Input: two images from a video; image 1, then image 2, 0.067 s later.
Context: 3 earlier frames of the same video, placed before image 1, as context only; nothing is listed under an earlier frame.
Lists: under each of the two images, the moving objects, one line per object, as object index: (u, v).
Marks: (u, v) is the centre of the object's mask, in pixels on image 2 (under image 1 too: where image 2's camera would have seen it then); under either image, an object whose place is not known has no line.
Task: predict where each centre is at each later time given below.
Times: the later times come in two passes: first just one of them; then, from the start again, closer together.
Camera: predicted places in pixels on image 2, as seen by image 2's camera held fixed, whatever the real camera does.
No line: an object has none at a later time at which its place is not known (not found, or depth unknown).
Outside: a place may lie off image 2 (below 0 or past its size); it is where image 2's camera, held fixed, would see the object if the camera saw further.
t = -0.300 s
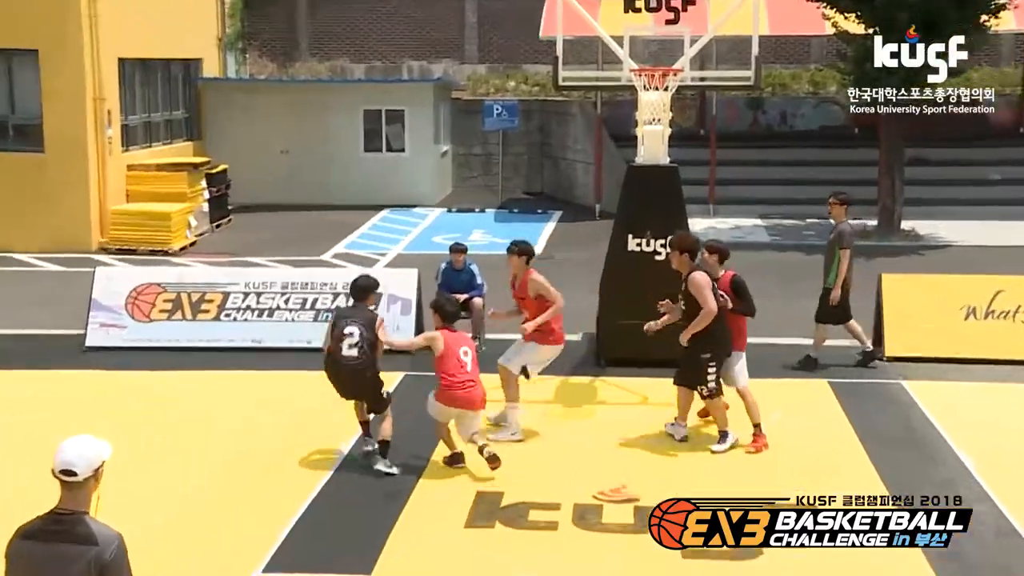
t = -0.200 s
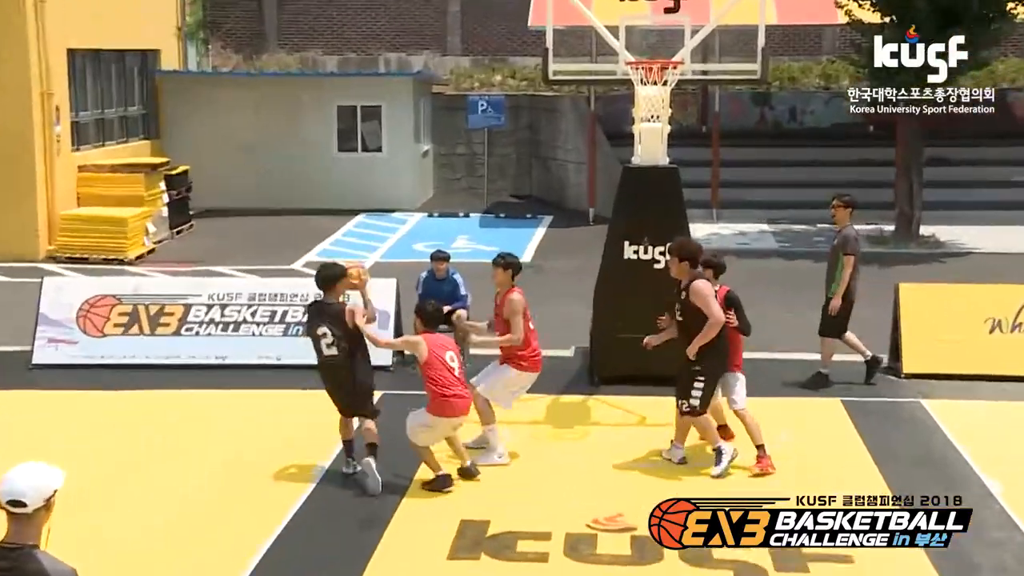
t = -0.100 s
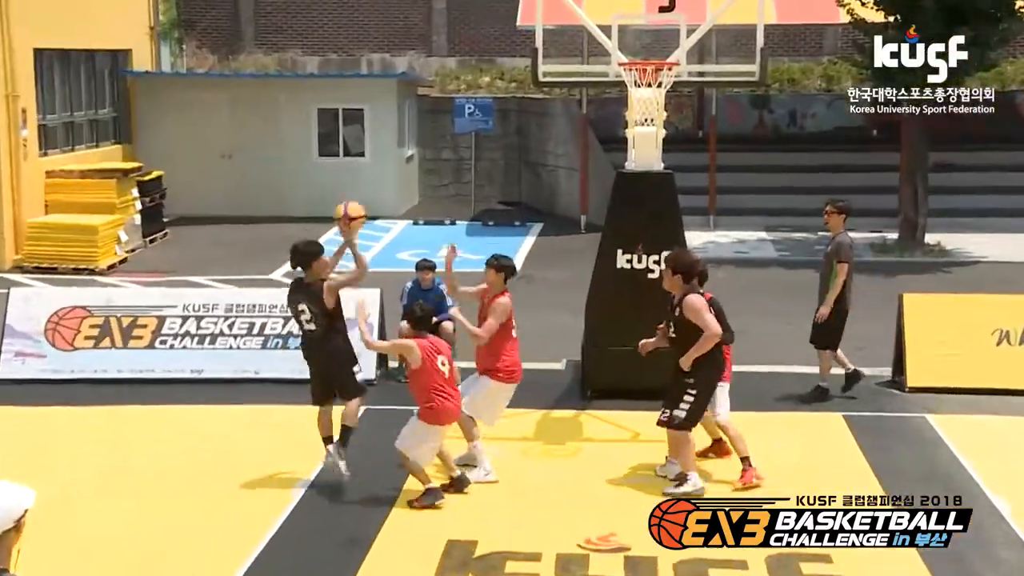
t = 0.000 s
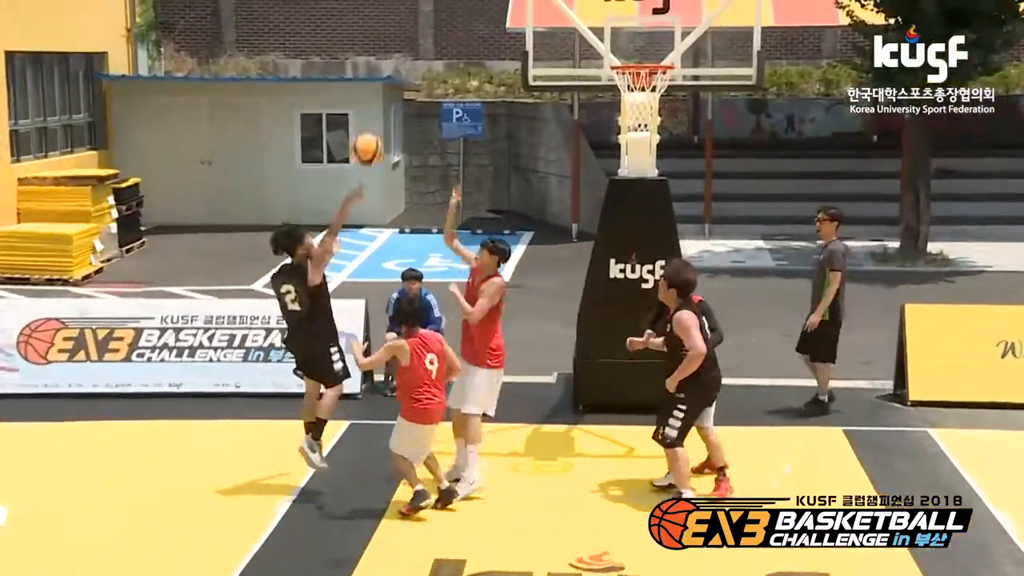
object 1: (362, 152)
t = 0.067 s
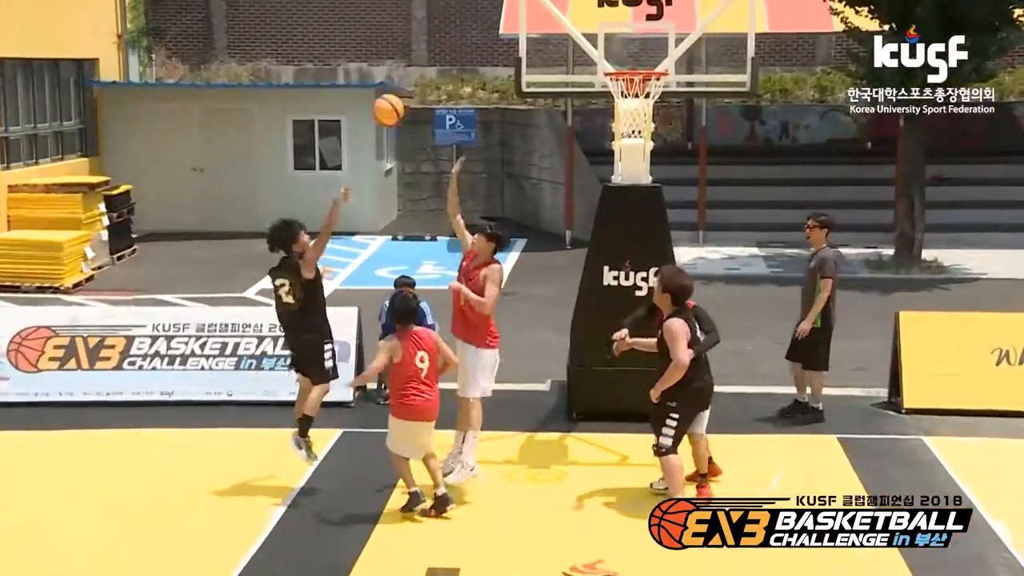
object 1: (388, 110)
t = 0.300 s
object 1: (476, 8)
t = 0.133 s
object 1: (413, 73)
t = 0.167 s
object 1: (427, 57)
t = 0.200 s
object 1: (438, 42)
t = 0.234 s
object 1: (451, 29)
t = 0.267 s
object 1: (464, 18)
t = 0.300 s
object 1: (476, 8)
